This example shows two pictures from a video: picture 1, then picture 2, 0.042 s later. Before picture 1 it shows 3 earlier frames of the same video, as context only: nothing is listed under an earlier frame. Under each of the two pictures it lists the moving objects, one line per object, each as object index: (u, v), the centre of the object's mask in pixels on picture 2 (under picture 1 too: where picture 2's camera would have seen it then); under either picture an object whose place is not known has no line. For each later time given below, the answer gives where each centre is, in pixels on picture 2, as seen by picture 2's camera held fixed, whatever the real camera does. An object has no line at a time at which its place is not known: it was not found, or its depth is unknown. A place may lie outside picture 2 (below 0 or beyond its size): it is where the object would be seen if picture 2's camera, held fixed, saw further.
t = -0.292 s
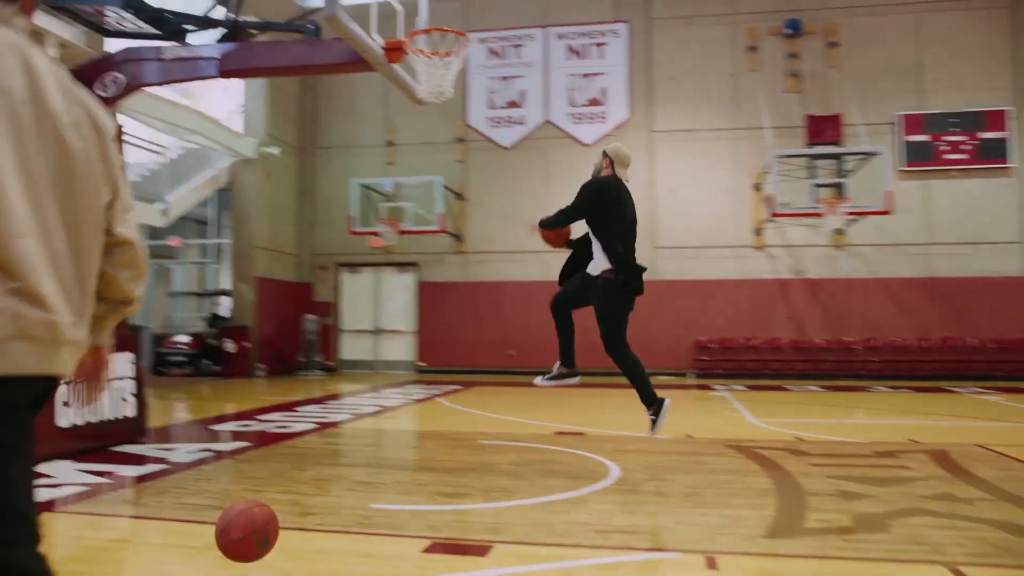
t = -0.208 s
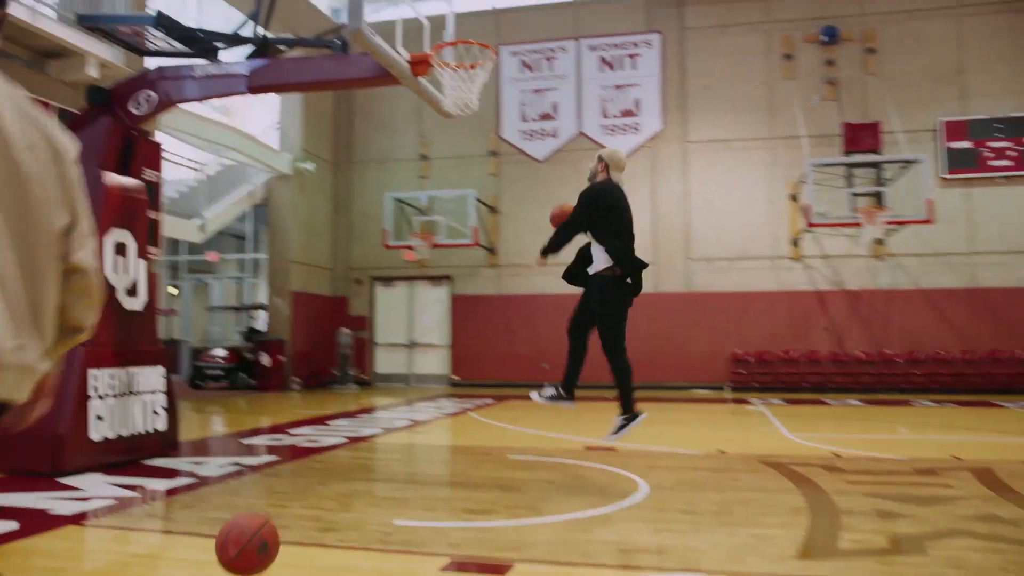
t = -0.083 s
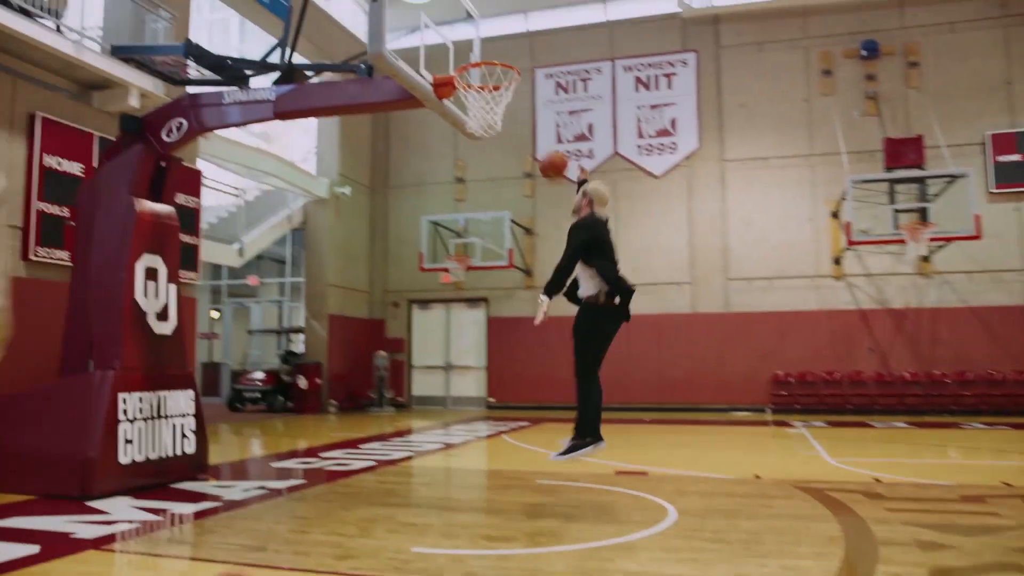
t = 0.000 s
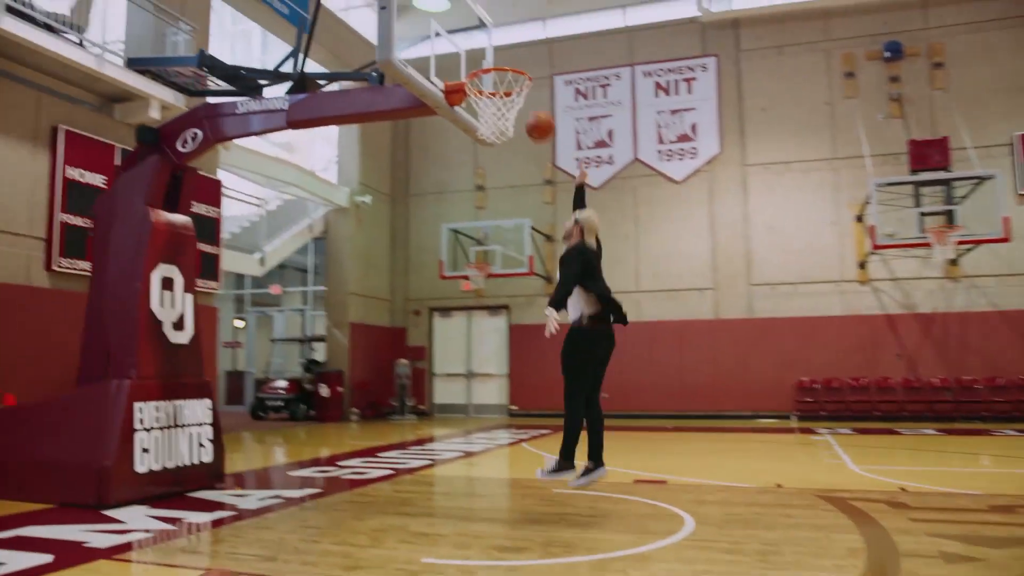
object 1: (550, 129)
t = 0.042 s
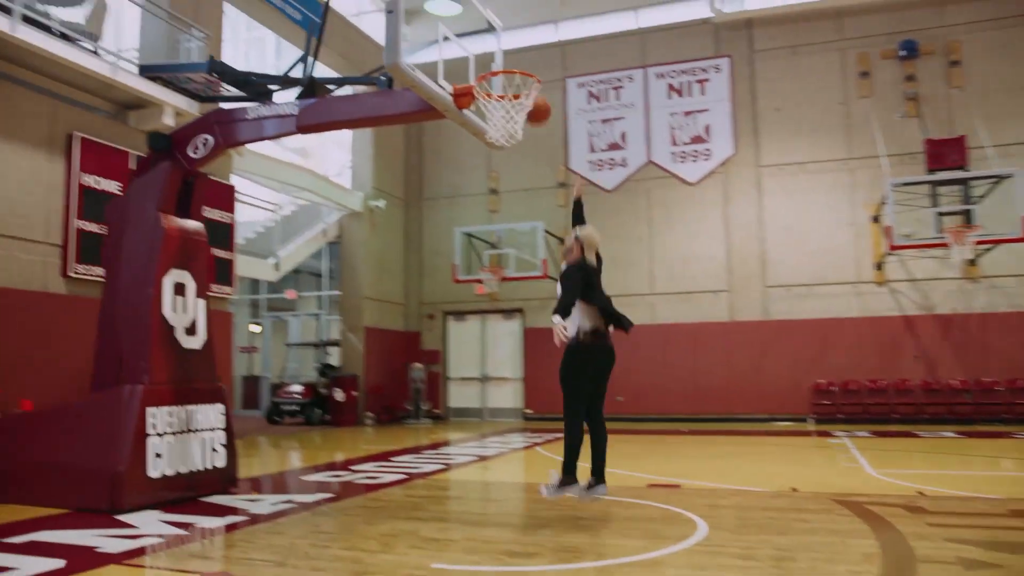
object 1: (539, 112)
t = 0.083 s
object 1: (521, 89)
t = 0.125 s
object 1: (510, 79)
